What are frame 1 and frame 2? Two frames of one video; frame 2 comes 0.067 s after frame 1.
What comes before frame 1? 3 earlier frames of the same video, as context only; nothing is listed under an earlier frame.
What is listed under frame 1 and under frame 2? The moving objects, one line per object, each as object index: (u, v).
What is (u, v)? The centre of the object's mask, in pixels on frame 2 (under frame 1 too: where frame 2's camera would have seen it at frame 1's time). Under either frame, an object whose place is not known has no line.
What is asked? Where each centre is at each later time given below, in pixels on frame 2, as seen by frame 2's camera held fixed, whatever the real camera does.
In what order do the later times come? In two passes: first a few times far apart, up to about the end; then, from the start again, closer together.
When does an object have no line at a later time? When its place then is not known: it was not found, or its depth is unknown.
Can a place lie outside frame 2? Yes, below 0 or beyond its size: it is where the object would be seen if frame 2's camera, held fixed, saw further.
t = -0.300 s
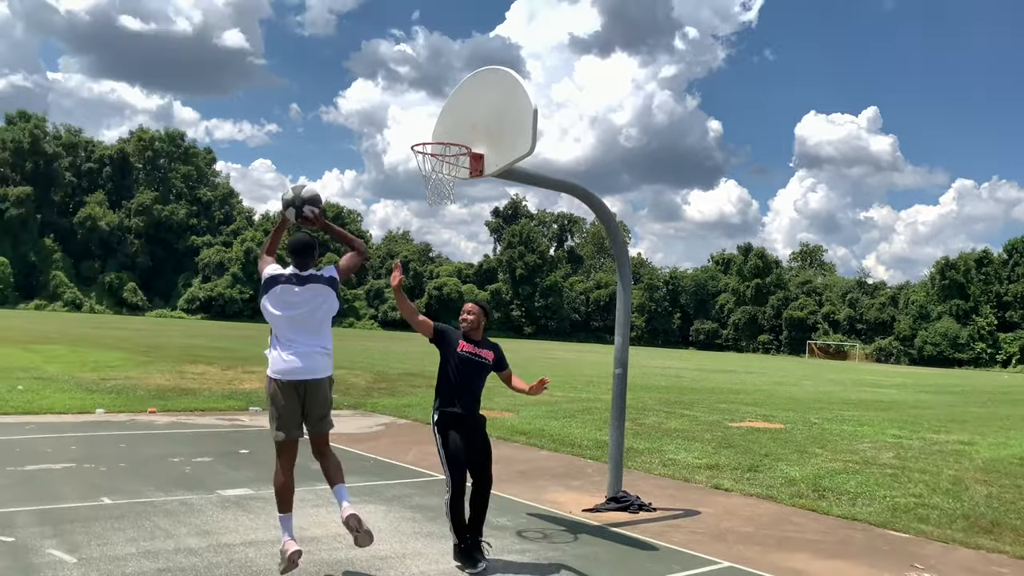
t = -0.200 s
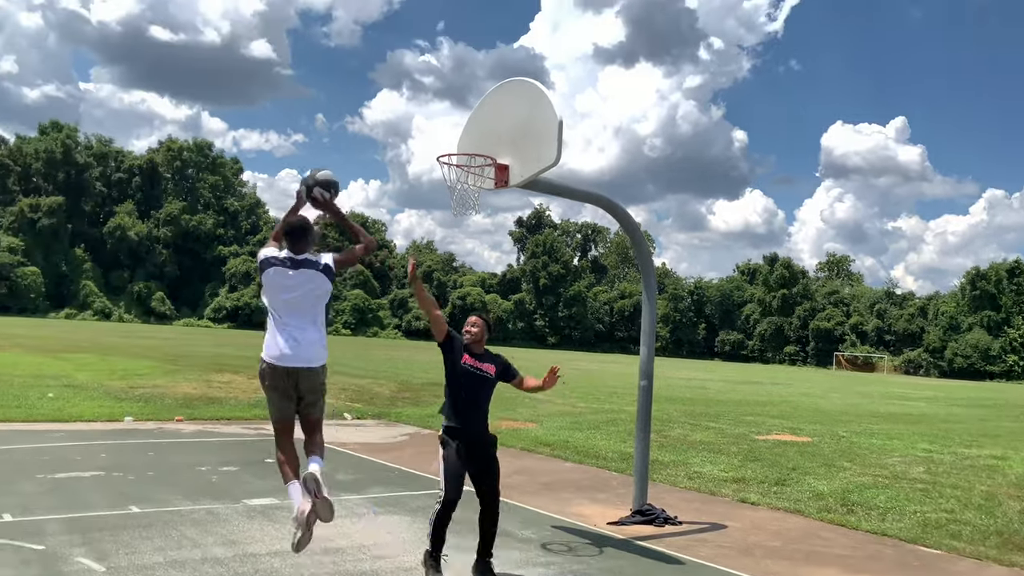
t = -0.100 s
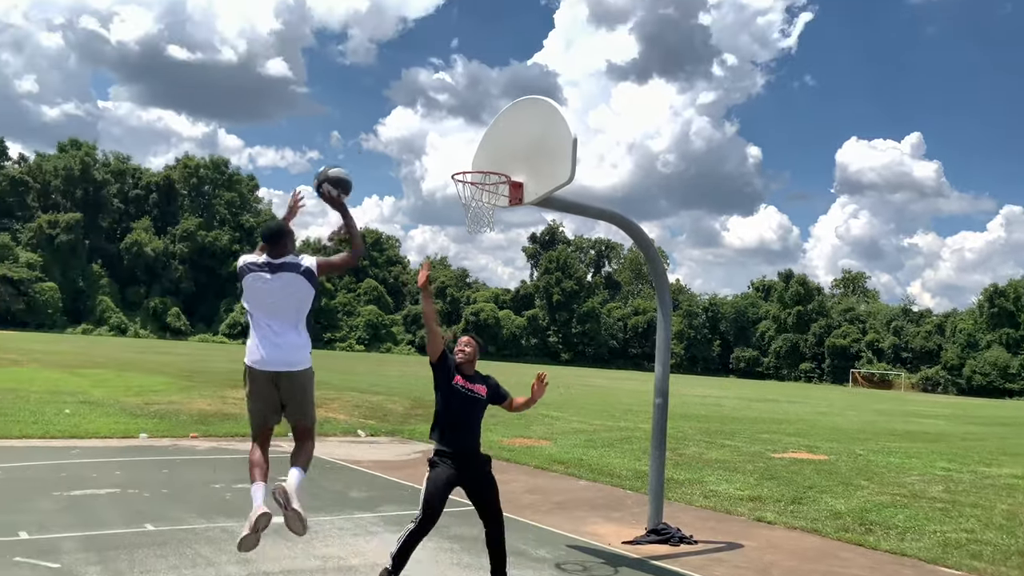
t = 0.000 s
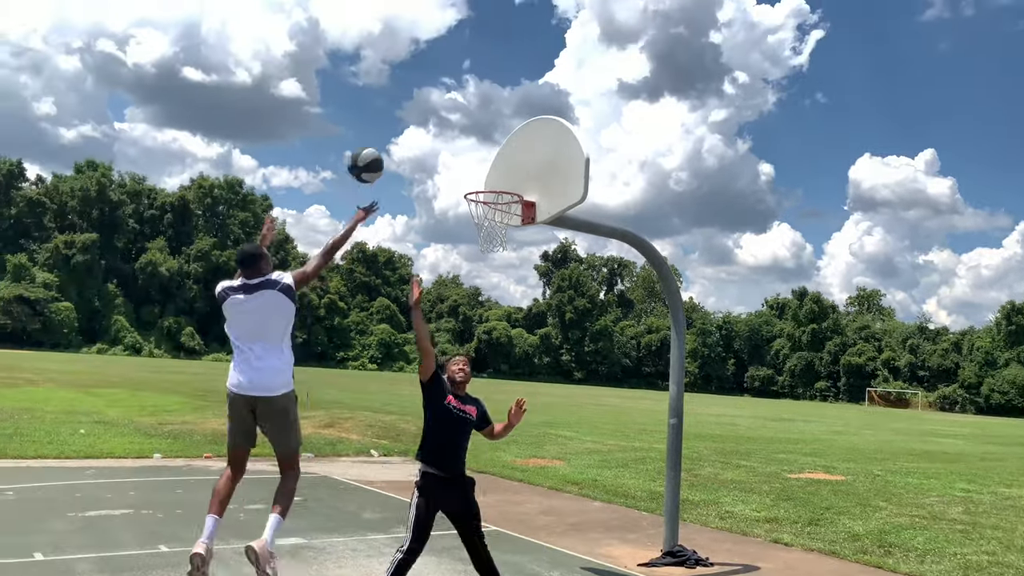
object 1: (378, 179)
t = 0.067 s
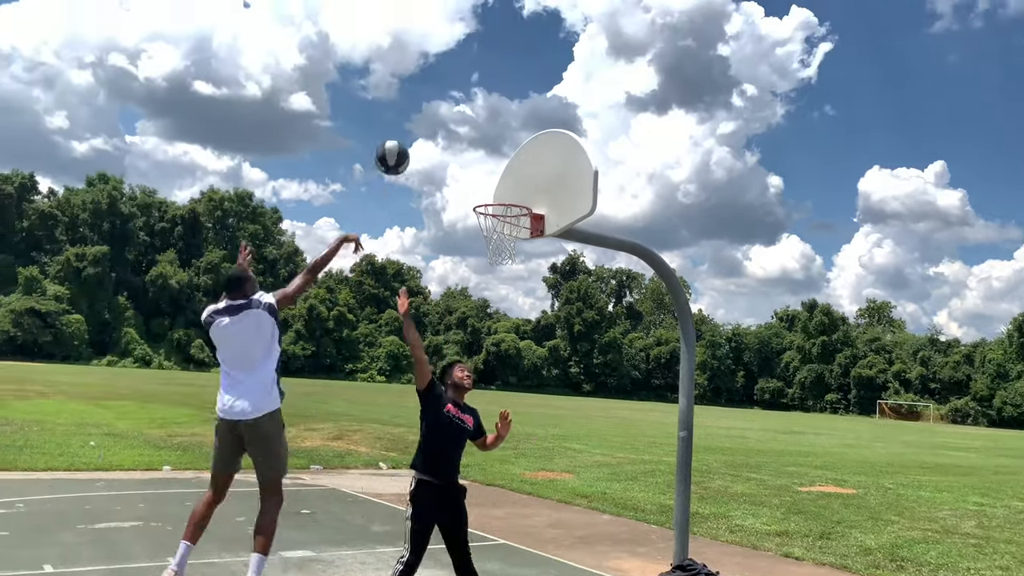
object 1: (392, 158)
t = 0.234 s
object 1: (425, 137)
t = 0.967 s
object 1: (505, 193)
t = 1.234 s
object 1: (502, 206)
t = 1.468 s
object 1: (480, 235)
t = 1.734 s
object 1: (495, 277)
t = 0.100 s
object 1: (398, 150)
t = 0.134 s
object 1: (405, 145)
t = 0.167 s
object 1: (411, 140)
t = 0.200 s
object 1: (418, 137)
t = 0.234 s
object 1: (425, 137)
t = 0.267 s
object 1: (430, 137)
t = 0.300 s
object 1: (436, 139)
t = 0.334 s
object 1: (442, 141)
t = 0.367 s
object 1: (446, 145)
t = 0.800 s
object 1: (493, 198)
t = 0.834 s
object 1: (496, 203)
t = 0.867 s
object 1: (498, 202)
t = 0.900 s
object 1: (501, 198)
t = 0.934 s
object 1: (503, 195)
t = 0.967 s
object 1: (505, 193)
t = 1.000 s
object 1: (508, 194)
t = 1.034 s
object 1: (510, 194)
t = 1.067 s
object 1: (513, 197)
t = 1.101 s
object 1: (515, 197)
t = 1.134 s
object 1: (514, 197)
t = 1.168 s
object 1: (509, 202)
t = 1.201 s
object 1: (505, 203)
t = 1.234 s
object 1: (502, 206)
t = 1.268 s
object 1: (497, 210)
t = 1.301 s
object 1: (493, 214)
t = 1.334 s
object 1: (487, 220)
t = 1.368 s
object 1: (485, 226)
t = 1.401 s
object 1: (482, 230)
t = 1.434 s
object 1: (481, 232)
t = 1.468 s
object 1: (480, 235)
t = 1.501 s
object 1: (480, 237)
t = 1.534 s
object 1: (480, 241)
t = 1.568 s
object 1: (482, 244)
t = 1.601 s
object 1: (484, 249)
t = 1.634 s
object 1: (487, 254)
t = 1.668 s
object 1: (490, 262)
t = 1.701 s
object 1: (493, 269)
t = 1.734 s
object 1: (495, 277)
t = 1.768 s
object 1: (497, 288)
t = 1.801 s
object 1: (499, 298)
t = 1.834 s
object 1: (501, 310)
